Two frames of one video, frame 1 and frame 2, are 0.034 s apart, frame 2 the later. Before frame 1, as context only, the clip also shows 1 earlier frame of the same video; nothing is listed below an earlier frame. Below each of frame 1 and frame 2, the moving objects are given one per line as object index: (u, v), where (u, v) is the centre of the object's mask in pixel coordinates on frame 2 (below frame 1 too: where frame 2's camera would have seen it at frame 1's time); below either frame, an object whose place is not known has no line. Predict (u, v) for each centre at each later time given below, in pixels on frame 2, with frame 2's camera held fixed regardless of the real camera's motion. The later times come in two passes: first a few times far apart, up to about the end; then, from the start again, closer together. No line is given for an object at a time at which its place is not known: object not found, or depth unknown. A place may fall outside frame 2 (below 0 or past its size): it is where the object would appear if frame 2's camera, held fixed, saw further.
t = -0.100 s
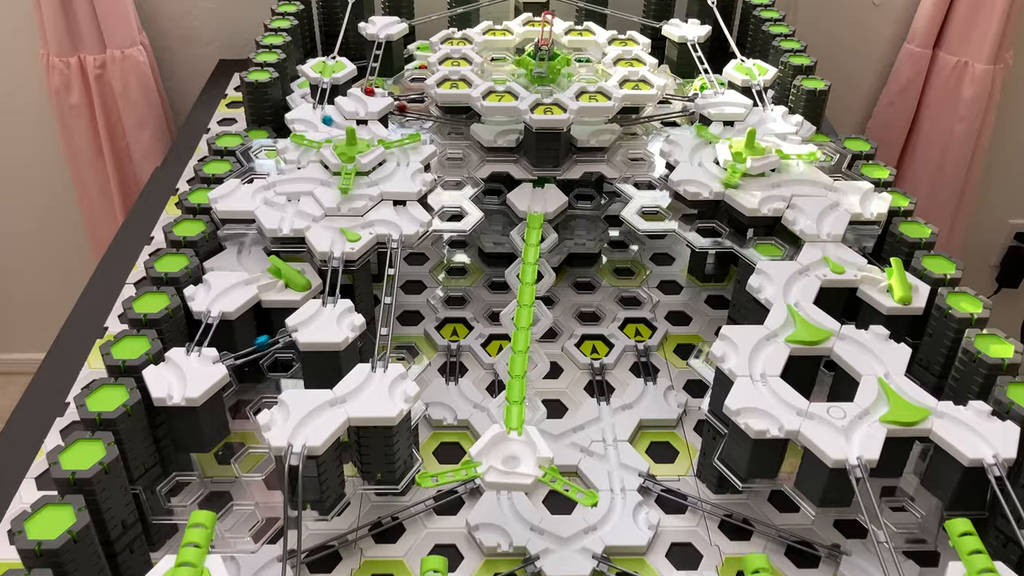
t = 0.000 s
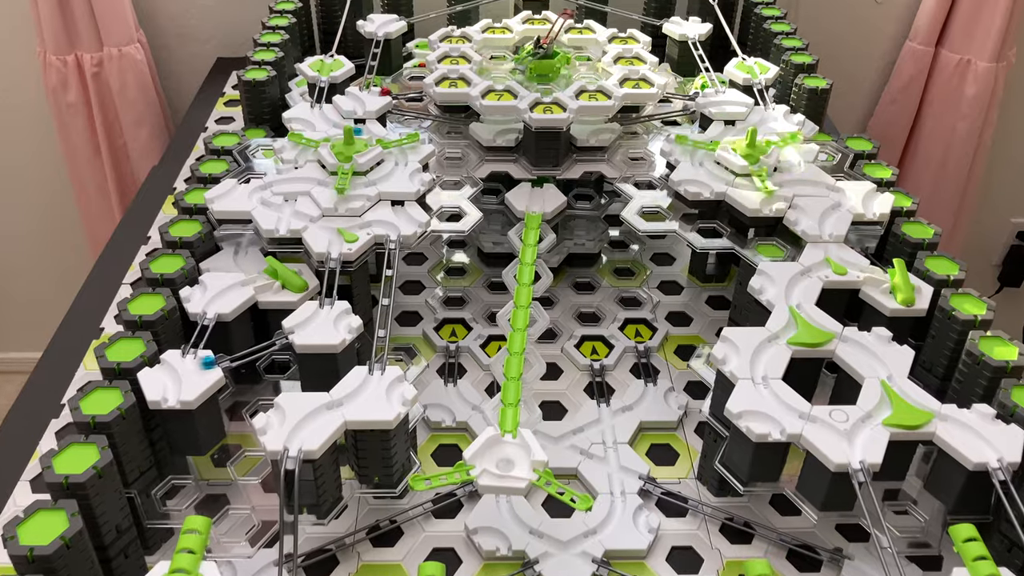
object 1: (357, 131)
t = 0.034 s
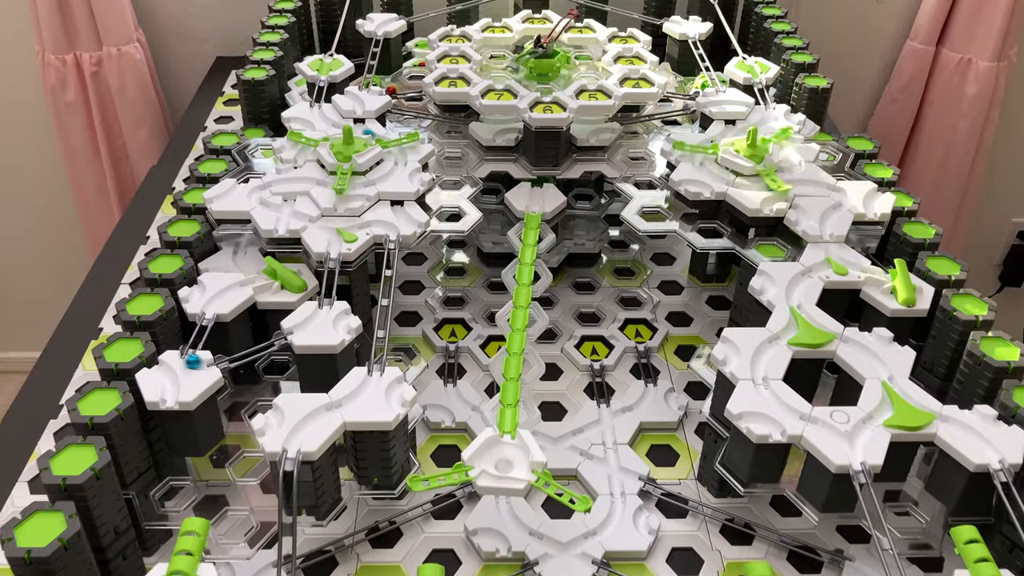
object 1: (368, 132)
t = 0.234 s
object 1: (399, 166)
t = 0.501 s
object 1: (316, 180)
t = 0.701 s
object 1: (253, 195)
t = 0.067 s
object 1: (379, 136)
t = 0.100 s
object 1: (388, 137)
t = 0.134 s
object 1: (397, 149)
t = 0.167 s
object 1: (400, 154)
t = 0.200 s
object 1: (401, 160)
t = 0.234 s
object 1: (399, 166)
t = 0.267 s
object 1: (393, 172)
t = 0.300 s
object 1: (385, 177)
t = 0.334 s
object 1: (375, 181)
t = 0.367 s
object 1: (363, 183)
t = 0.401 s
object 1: (350, 185)
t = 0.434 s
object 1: (339, 186)
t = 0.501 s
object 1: (316, 180)
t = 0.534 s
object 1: (307, 179)
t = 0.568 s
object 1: (294, 179)
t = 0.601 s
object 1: (282, 180)
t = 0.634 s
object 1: (267, 184)
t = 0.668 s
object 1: (257, 190)
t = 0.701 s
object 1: (253, 195)
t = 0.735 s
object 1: (256, 200)
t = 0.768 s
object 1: (264, 204)
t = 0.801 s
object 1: (272, 207)
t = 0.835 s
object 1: (281, 210)
